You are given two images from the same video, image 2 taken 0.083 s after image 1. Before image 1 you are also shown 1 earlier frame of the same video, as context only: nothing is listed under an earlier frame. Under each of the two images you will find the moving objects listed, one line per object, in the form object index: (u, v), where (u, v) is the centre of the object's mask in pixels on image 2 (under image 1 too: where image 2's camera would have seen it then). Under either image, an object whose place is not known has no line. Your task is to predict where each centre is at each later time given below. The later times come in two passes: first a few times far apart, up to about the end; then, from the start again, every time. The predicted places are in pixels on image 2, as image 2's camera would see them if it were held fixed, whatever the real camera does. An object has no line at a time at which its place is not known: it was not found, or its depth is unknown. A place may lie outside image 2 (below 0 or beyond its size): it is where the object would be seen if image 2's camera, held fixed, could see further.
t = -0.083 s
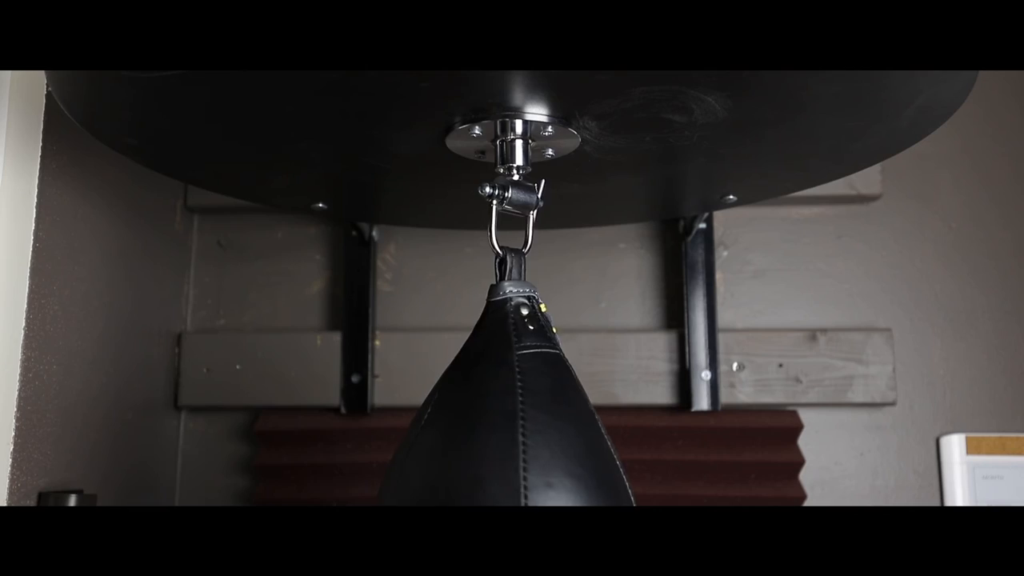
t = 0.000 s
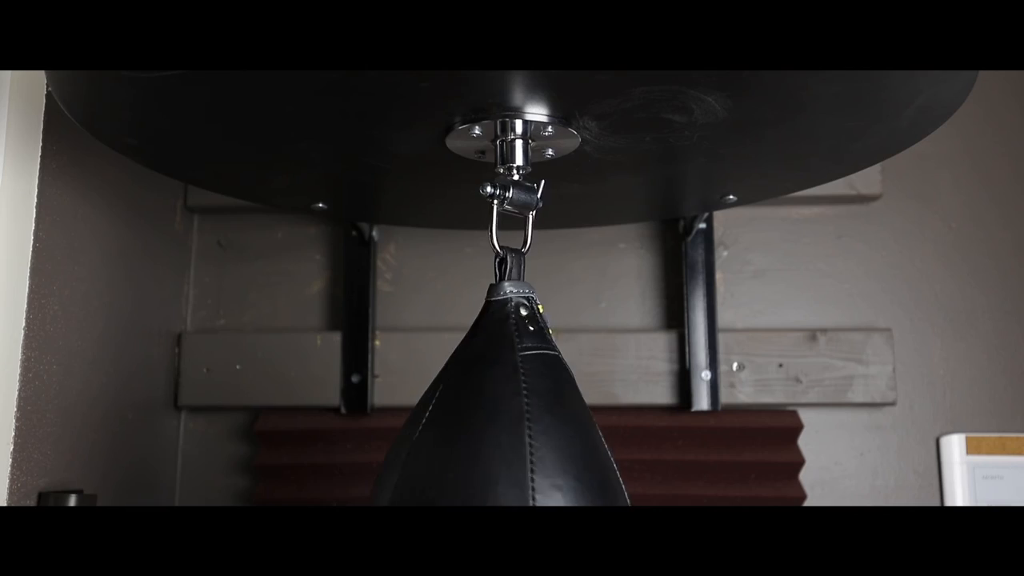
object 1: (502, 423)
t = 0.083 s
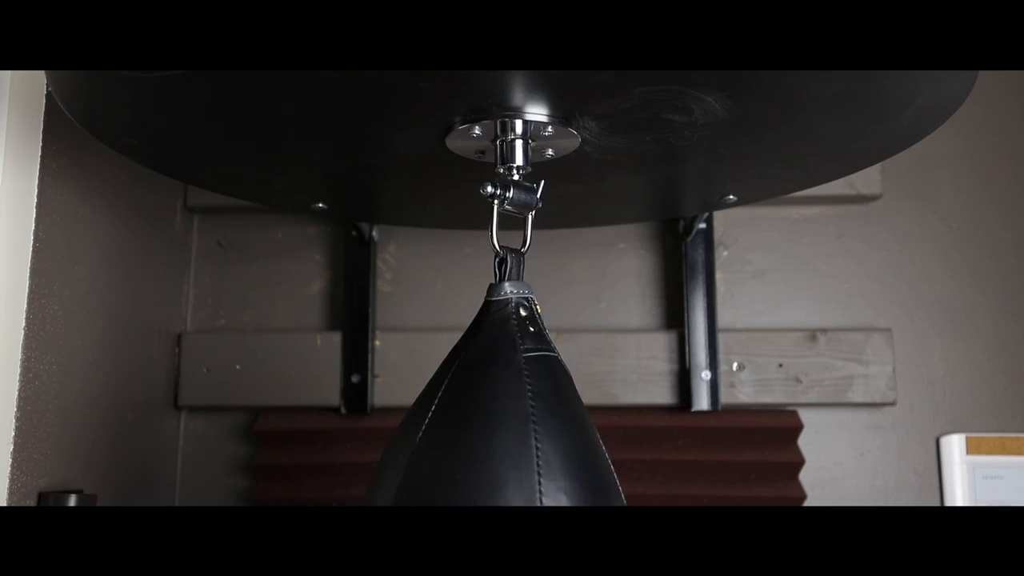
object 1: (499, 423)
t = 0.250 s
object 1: (486, 423)
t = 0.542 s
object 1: (471, 424)
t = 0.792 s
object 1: (462, 423)
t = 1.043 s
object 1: (450, 421)
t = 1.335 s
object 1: (459, 419)
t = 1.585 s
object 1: (493, 420)
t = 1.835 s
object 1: (506, 419)
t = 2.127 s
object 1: (509, 420)
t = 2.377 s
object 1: (517, 421)
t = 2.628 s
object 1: (520, 422)
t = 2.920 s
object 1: (519, 420)
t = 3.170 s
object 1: (506, 419)
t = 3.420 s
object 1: (518, 420)
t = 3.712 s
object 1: (531, 420)
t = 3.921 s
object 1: (522, 421)
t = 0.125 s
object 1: (496, 422)
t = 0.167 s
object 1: (493, 423)
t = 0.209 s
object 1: (490, 423)
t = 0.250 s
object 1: (486, 423)
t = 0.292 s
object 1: (483, 423)
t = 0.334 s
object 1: (481, 423)
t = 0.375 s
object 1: (478, 423)
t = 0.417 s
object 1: (475, 423)
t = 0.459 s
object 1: (473, 423)
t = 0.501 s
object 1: (472, 424)
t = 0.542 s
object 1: (471, 424)
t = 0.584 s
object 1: (469, 424)
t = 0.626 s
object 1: (468, 424)
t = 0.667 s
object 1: (466, 424)
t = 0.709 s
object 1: (464, 424)
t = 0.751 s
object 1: (463, 423)
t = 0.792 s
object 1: (462, 423)
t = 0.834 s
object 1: (461, 422)
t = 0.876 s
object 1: (458, 422)
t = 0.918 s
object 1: (456, 421)
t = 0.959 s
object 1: (453, 421)
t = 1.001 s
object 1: (451, 421)
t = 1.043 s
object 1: (450, 421)
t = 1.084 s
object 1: (450, 421)
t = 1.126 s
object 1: (450, 421)
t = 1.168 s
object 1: (450, 420)
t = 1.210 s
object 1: (451, 420)
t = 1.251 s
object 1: (452, 419)
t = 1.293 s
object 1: (456, 419)
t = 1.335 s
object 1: (459, 419)
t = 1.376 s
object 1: (464, 419)
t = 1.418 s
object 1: (469, 419)
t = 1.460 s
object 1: (474, 419)
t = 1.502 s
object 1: (481, 419)
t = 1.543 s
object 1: (487, 420)
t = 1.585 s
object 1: (493, 420)
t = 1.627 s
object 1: (497, 420)
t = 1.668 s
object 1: (499, 420)
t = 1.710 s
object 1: (500, 420)
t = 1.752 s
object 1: (502, 420)
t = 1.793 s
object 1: (504, 419)
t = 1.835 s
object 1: (506, 419)
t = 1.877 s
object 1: (507, 420)
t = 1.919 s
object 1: (507, 419)
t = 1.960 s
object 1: (507, 419)
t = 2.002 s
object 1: (506, 419)
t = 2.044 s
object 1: (507, 420)
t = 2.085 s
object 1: (508, 420)
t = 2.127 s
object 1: (509, 420)
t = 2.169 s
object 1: (510, 420)
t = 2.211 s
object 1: (513, 420)
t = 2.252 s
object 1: (515, 420)
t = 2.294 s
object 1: (515, 420)
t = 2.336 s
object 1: (516, 420)
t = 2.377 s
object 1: (517, 421)
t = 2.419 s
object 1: (517, 421)
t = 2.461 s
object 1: (516, 422)
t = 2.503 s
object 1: (516, 422)
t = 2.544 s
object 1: (518, 422)
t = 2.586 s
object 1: (519, 422)
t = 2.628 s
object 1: (520, 422)
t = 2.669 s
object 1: (522, 422)
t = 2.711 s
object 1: (524, 422)
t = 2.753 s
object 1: (524, 422)
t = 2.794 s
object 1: (523, 422)
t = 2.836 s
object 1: (521, 421)
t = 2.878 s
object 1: (519, 420)
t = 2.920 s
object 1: (519, 420)
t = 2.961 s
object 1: (517, 419)
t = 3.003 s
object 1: (515, 420)
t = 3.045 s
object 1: (512, 419)
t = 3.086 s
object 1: (510, 419)
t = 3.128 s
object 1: (507, 419)
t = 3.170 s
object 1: (506, 419)
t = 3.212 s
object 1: (506, 419)
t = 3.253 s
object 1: (506, 419)
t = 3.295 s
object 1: (507, 420)
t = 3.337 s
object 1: (510, 420)
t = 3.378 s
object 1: (514, 420)
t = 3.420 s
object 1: (518, 420)
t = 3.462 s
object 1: (522, 420)
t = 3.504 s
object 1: (525, 420)
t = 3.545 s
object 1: (528, 420)
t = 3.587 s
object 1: (530, 420)
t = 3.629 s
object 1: (531, 420)
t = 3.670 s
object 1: (531, 420)
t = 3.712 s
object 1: (531, 420)
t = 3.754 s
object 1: (531, 420)
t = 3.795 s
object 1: (530, 420)
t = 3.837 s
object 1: (528, 421)
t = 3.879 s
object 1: (524, 421)
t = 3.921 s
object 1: (522, 421)
